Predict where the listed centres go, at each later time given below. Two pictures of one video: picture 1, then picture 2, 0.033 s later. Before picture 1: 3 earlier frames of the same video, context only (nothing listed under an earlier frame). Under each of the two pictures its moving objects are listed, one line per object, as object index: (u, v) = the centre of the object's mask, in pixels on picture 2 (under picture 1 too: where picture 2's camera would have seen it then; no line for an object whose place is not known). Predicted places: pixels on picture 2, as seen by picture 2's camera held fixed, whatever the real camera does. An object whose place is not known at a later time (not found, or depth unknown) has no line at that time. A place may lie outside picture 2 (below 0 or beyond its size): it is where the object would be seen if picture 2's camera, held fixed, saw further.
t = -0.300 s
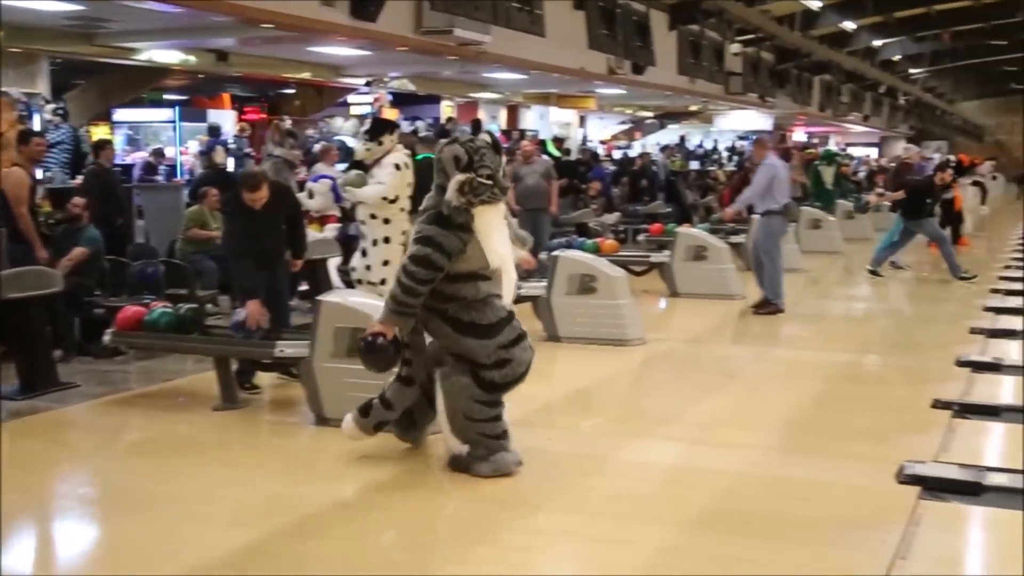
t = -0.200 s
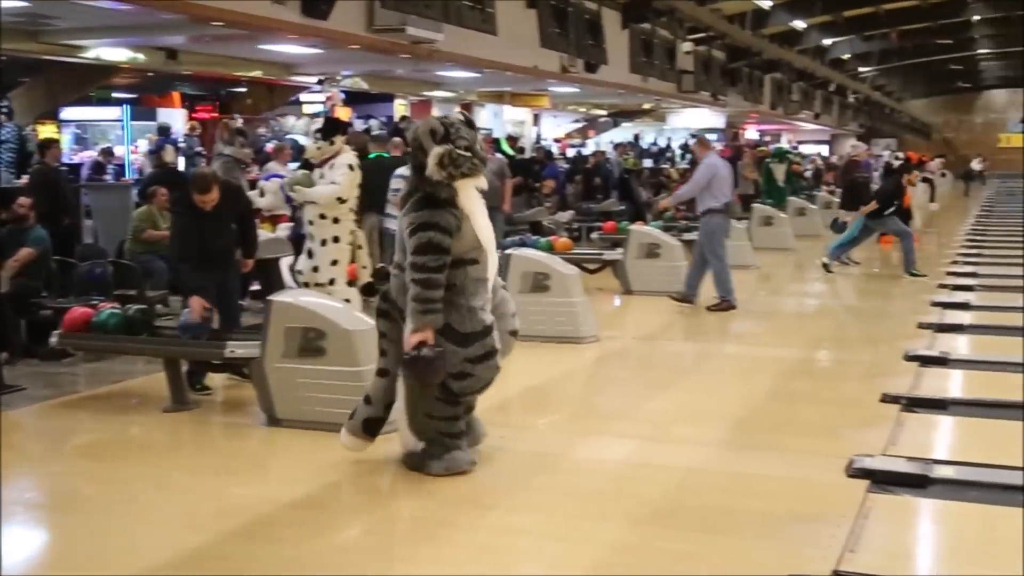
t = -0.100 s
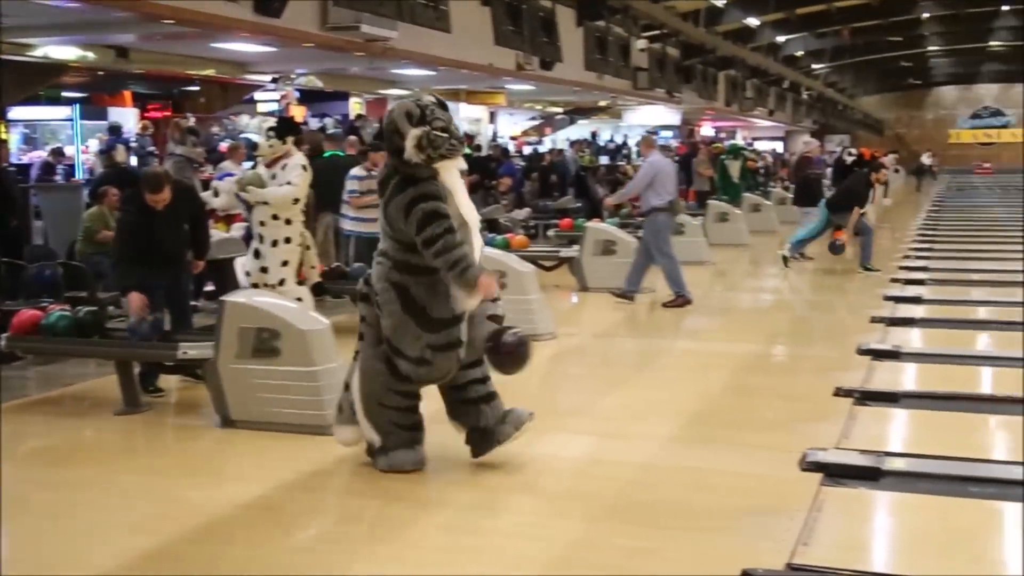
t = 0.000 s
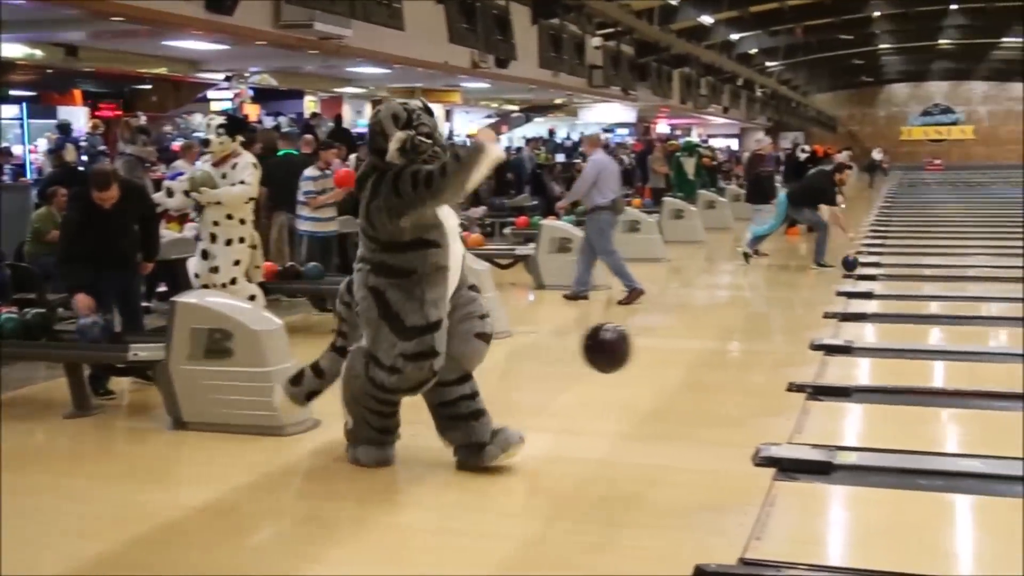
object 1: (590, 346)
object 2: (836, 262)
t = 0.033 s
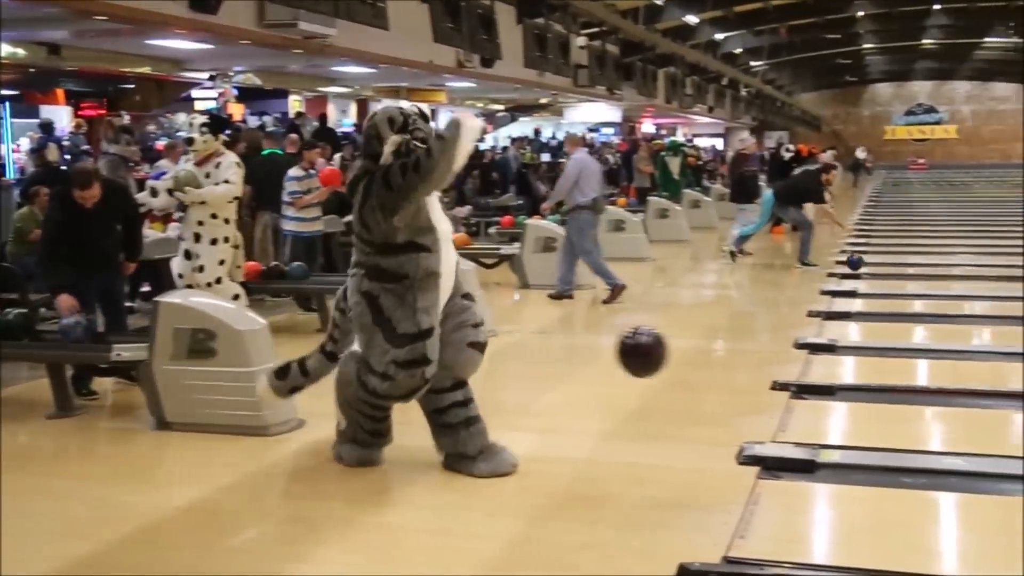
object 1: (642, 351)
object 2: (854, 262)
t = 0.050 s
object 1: (669, 355)
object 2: (864, 262)
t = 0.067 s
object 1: (696, 359)
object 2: (873, 263)
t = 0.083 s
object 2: (883, 263)
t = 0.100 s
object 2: (893, 263)
